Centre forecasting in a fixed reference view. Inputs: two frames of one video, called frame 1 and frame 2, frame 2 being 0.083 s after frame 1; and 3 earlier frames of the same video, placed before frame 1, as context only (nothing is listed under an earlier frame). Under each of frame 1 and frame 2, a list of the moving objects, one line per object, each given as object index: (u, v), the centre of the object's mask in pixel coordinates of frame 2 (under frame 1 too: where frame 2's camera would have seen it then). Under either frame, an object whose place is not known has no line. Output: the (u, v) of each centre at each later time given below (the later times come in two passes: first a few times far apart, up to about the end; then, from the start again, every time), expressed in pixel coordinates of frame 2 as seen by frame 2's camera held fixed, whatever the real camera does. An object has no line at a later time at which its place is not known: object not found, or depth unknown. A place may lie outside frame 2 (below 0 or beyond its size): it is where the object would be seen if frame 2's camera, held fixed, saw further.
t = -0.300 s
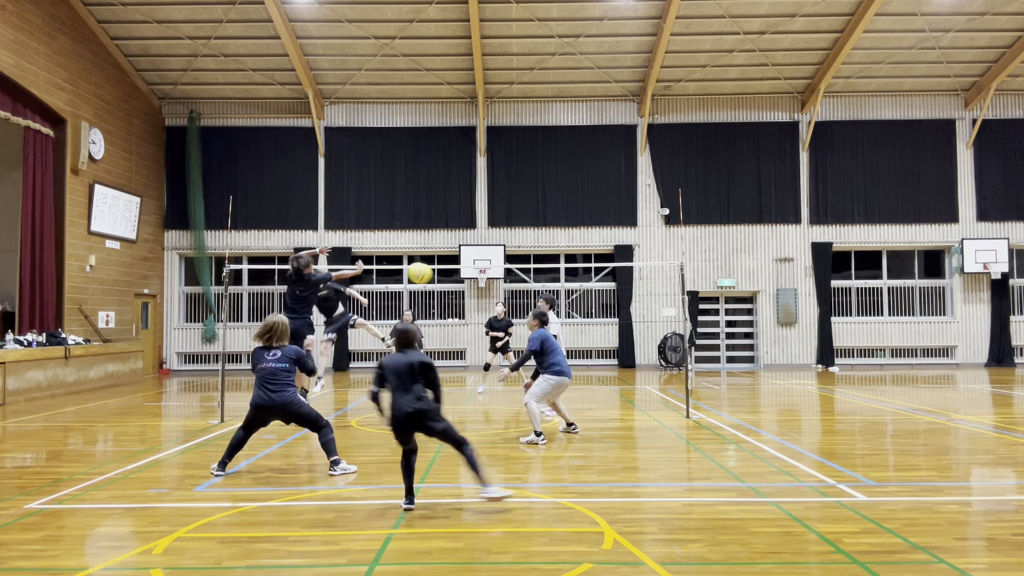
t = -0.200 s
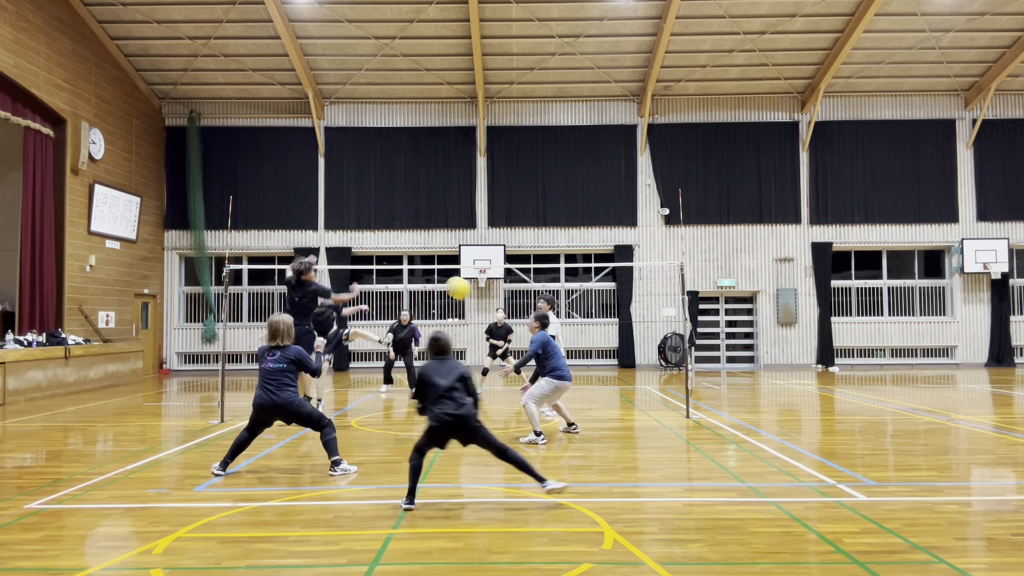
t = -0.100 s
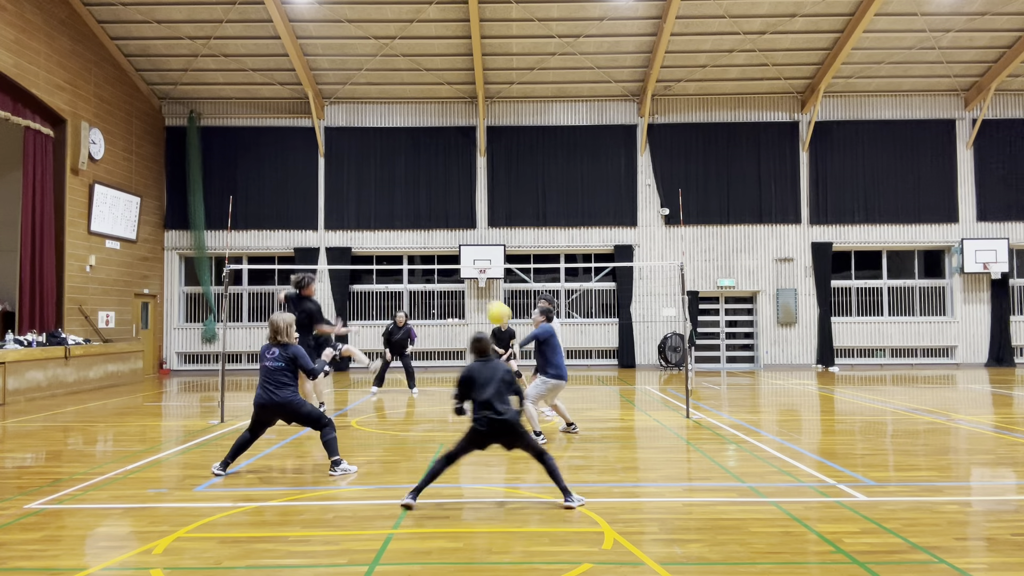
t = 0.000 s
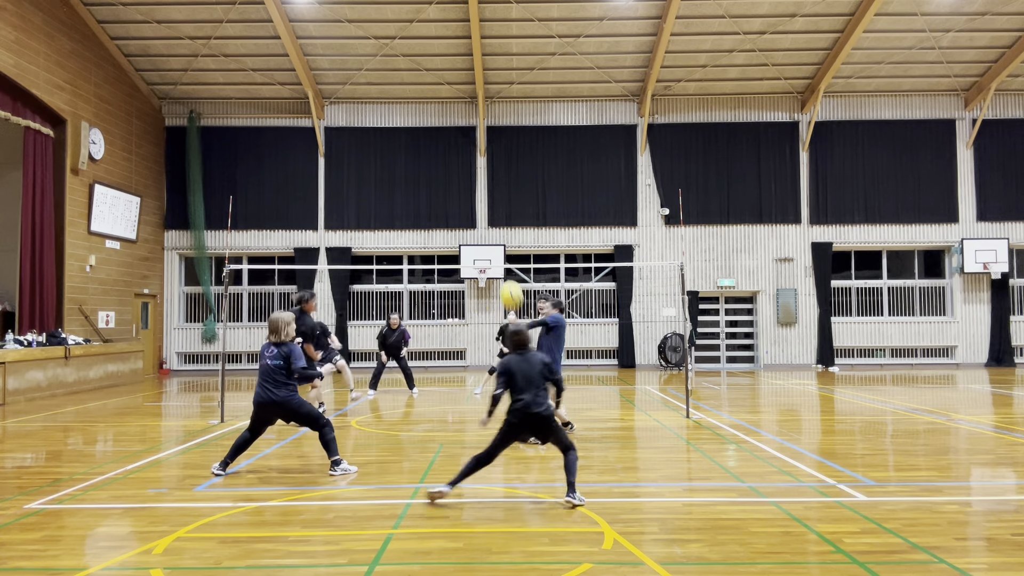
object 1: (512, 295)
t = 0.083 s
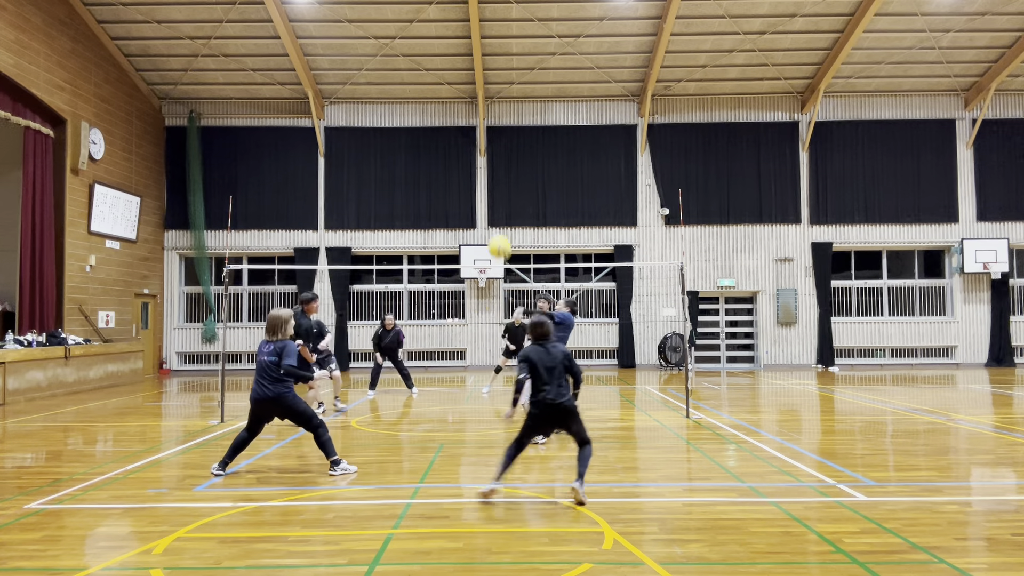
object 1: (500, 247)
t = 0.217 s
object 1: (481, 189)
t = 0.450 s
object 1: (452, 136)
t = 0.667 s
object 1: (427, 130)
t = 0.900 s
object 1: (404, 162)
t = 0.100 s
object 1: (497, 238)
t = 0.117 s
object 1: (495, 230)
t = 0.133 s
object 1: (493, 222)
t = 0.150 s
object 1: (491, 215)
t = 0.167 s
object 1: (488, 209)
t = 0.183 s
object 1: (486, 202)
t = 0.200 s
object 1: (483, 195)
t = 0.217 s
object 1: (481, 189)
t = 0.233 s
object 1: (479, 184)
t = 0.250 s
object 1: (476, 178)
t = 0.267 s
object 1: (474, 173)
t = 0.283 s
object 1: (472, 168)
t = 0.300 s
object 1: (470, 164)
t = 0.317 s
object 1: (468, 160)
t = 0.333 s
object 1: (466, 156)
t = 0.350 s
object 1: (464, 152)
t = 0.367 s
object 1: (462, 149)
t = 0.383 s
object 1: (460, 146)
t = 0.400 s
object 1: (458, 143)
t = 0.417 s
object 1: (456, 141)
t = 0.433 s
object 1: (453, 138)
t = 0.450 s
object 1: (452, 136)
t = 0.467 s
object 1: (450, 134)
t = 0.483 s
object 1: (448, 133)
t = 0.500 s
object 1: (446, 131)
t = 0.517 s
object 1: (444, 130)
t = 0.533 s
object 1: (442, 129)
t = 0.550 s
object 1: (440, 129)
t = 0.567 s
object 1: (438, 128)
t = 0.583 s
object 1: (436, 128)
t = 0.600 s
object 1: (434, 128)
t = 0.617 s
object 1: (433, 128)
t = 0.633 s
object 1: (431, 129)
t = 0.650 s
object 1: (429, 129)
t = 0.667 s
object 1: (427, 130)
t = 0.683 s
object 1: (425, 131)
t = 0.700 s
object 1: (424, 132)
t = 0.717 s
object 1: (422, 133)
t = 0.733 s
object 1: (420, 135)
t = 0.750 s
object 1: (418, 137)
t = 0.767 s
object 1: (417, 139)
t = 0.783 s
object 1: (415, 141)
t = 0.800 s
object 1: (413, 144)
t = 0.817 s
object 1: (412, 146)
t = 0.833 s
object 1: (410, 149)
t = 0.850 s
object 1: (408, 152)
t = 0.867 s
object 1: (407, 155)
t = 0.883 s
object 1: (405, 159)
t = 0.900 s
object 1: (404, 162)
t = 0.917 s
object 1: (402, 166)
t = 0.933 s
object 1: (401, 170)
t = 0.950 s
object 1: (399, 174)
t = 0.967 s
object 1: (398, 178)
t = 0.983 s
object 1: (396, 183)
